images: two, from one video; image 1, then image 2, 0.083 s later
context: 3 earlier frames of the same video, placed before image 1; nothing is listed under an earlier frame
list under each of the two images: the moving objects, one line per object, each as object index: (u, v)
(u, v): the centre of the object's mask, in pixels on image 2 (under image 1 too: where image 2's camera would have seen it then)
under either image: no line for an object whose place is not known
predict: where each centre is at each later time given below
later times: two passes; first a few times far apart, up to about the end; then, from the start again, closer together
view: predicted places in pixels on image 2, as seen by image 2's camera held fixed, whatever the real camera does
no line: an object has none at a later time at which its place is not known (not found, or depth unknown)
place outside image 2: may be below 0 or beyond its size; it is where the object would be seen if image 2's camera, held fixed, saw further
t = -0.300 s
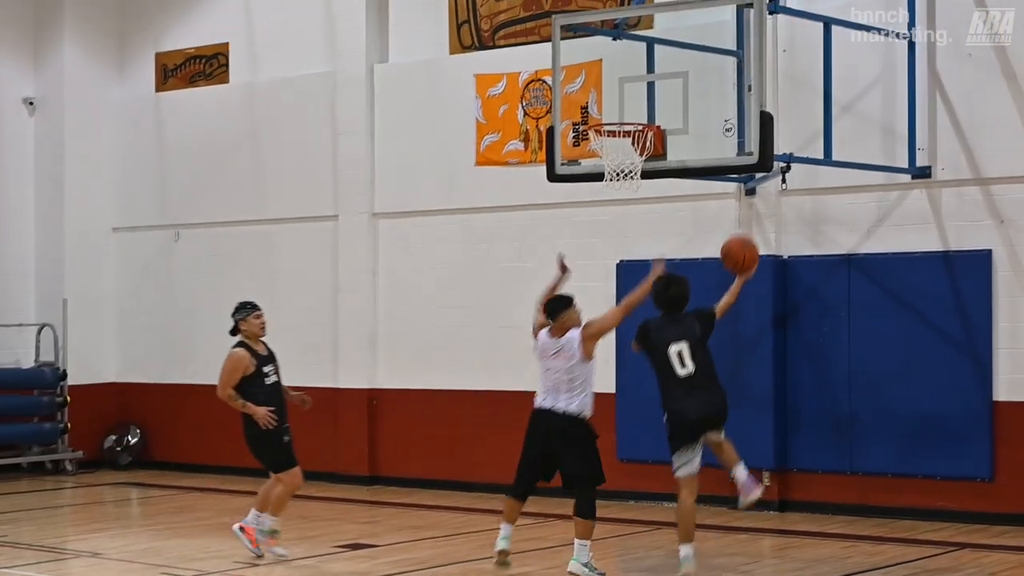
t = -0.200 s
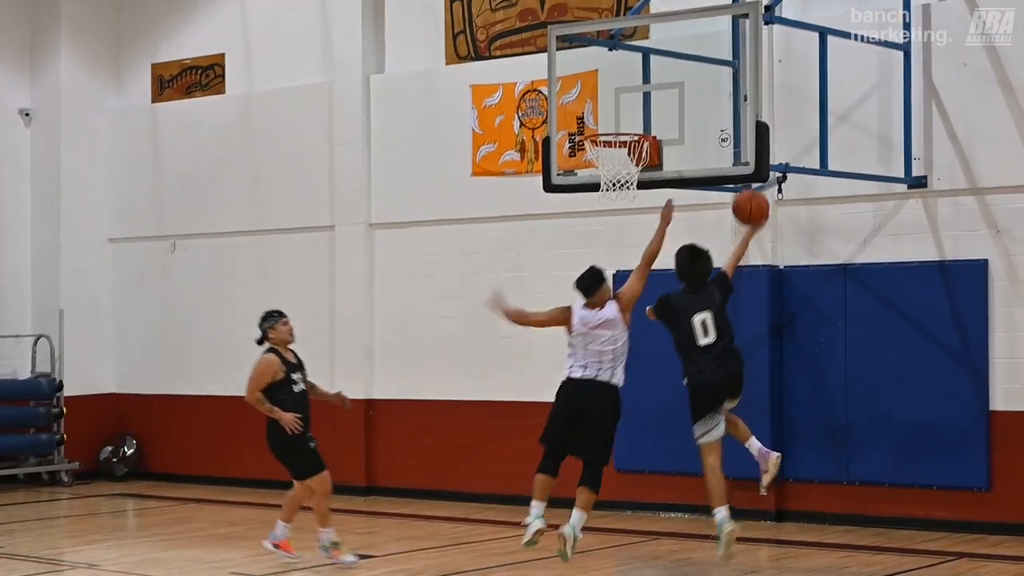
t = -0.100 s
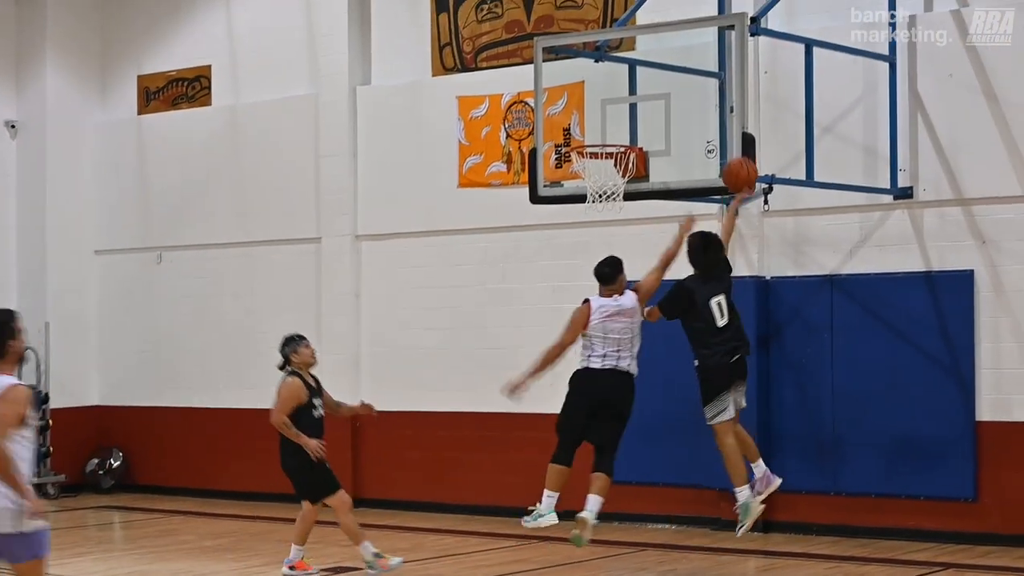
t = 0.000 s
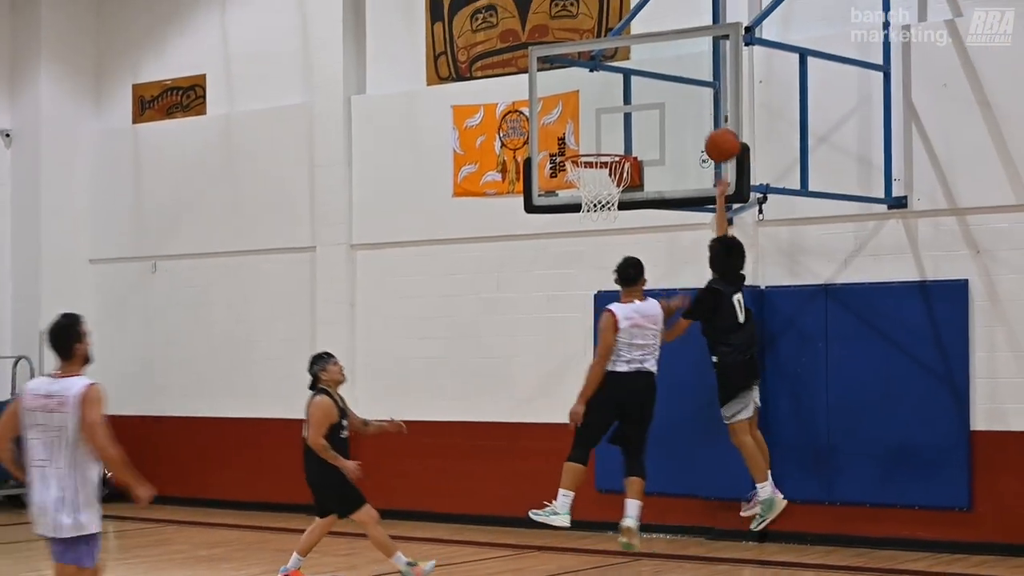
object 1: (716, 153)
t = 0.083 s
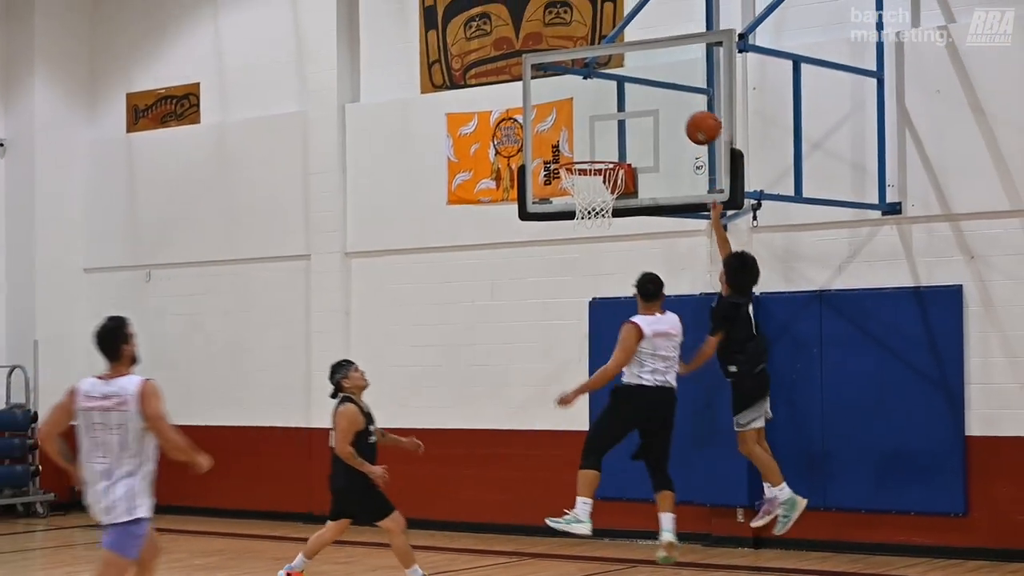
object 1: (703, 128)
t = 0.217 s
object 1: (683, 109)
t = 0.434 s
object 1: (631, 114)
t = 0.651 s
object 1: (590, 144)
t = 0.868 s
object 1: (585, 168)
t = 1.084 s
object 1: (597, 210)
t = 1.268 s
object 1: (608, 245)
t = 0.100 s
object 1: (701, 124)
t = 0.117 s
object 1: (698, 121)
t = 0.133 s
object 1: (696, 118)
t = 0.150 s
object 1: (693, 116)
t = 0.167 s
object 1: (691, 114)
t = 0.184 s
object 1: (688, 112)
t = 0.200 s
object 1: (686, 111)
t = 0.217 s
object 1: (683, 109)
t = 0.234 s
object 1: (679, 108)
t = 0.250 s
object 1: (675, 106)
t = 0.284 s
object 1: (667, 104)
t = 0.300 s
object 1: (663, 104)
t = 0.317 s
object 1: (658, 104)
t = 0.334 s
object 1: (655, 104)
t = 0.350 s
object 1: (651, 105)
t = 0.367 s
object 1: (647, 106)
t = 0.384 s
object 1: (643, 107)
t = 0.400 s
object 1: (639, 109)
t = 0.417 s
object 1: (635, 111)
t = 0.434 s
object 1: (631, 114)
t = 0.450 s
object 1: (626, 117)
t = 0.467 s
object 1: (623, 120)
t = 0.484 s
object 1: (618, 124)
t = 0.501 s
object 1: (614, 129)
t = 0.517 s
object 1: (609, 133)
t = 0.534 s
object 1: (605, 138)
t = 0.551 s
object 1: (601, 143)
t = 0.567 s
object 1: (599, 145)
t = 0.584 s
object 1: (597, 144)
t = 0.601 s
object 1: (595, 143)
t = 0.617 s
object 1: (594, 143)
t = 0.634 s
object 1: (592, 143)
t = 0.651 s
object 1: (590, 144)
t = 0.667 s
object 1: (589, 145)
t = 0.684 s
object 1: (587, 146)
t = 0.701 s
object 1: (585, 147)
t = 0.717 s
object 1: (584, 149)
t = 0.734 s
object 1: (582, 150)
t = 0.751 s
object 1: (580, 151)
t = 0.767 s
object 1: (580, 152)
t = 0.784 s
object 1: (581, 152)
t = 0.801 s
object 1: (582, 156)
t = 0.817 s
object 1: (583, 154)
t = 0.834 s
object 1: (583, 163)
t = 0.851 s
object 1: (584, 165)
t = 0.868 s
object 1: (585, 168)
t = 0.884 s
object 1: (585, 171)
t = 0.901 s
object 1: (586, 174)
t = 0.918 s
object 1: (587, 176)
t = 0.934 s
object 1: (589, 179)
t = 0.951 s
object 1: (591, 184)
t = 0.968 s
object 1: (591, 186)
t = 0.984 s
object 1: (596, 194)
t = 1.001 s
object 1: (594, 198)
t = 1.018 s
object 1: (594, 199)
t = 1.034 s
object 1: (596, 201)
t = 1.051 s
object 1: (597, 202)
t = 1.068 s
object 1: (598, 204)
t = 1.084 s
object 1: (597, 210)
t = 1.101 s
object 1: (599, 210)
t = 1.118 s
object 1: (600, 211)
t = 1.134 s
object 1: (601, 213)
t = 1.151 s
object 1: (602, 215)
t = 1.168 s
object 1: (602, 218)
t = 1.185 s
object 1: (603, 222)
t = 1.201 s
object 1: (604, 225)
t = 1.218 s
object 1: (605, 230)
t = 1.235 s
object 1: (606, 235)
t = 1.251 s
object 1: (607, 240)
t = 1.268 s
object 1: (608, 245)
